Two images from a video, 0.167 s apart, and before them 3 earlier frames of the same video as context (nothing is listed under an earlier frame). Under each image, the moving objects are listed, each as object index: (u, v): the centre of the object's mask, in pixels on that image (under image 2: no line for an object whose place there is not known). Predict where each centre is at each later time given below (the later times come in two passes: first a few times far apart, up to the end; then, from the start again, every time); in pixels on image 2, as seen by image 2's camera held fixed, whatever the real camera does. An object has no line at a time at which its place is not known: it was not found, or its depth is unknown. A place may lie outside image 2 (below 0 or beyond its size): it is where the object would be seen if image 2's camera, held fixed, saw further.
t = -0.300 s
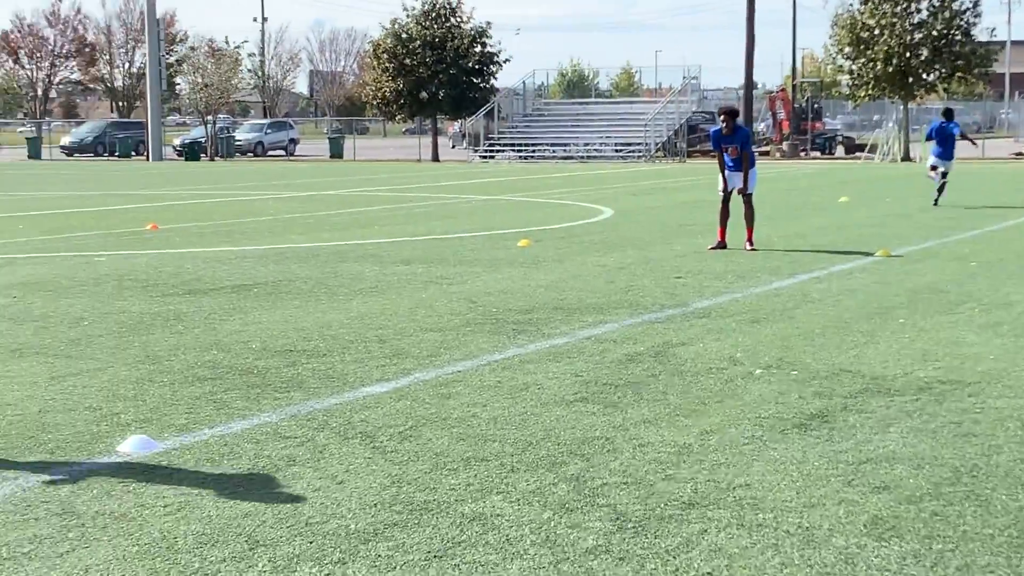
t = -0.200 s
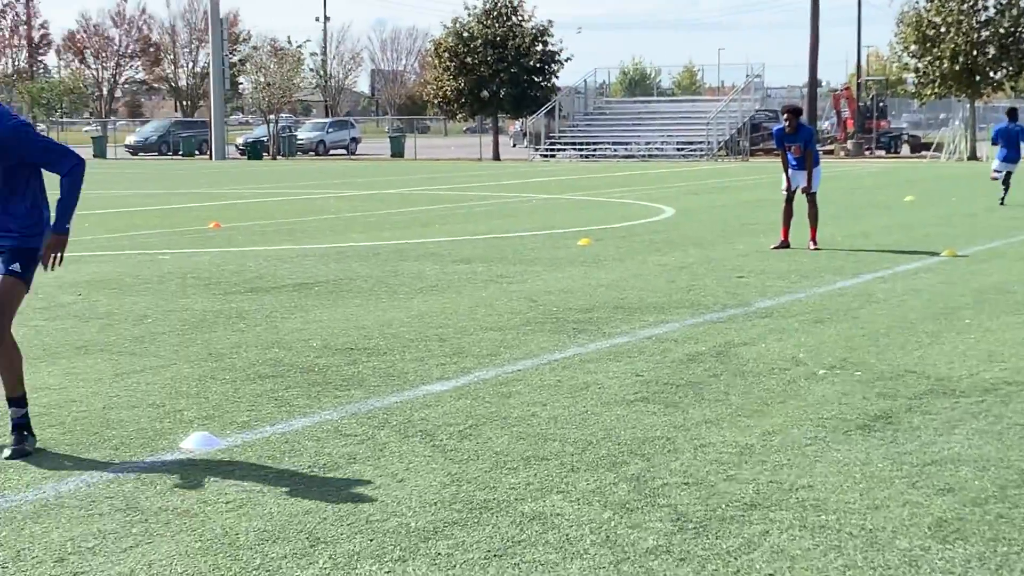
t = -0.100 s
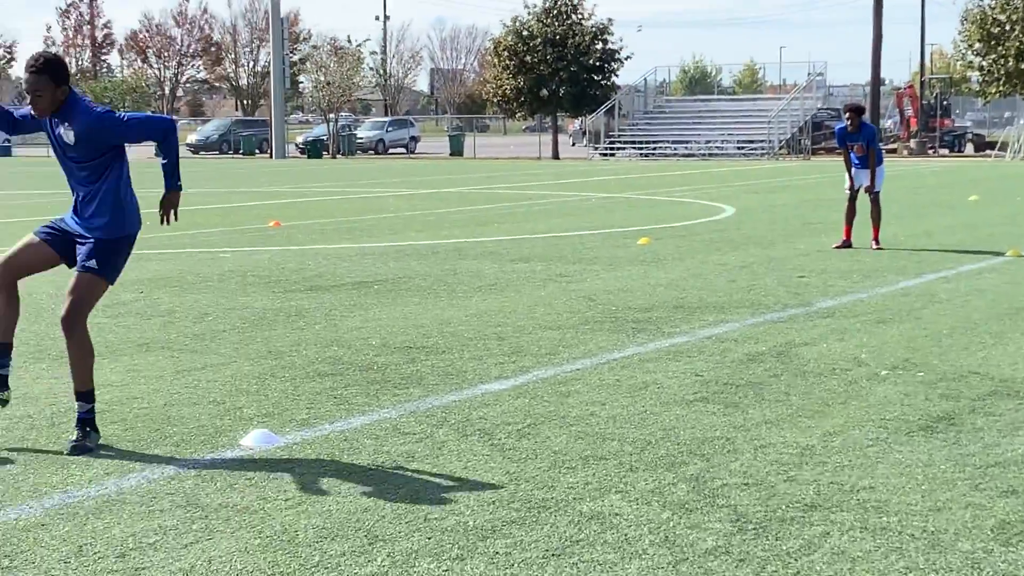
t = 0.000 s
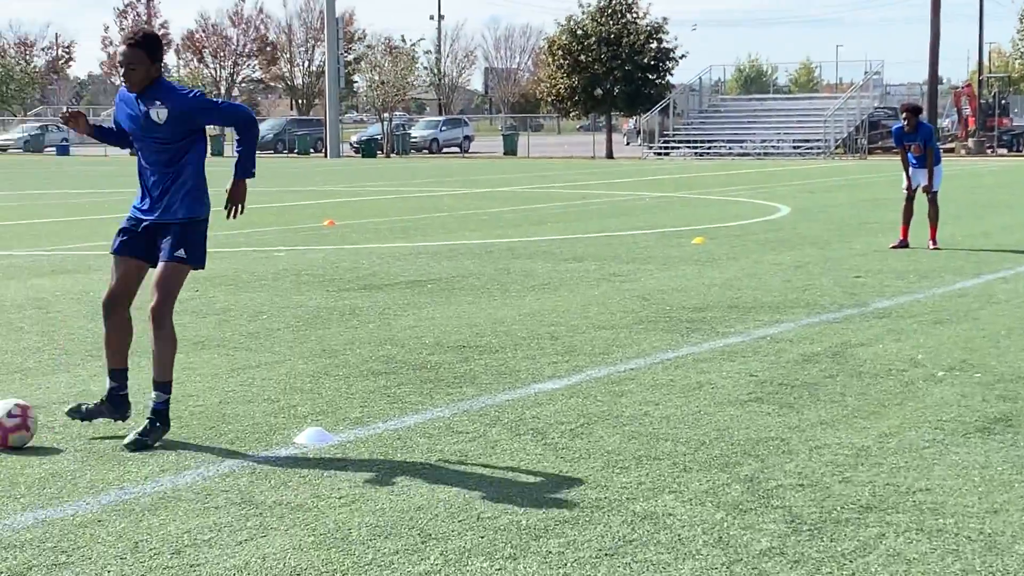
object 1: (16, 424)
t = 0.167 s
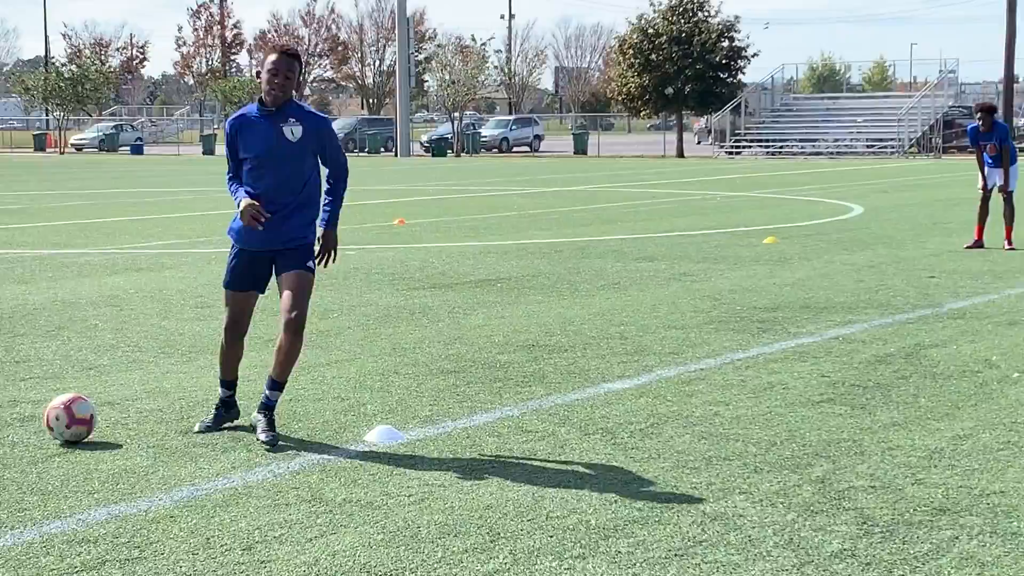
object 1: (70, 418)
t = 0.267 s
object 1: (66, 418)
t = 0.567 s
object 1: (63, 414)
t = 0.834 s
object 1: (62, 411)
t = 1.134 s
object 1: (60, 408)
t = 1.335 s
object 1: (59, 406)
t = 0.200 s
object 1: (68, 419)
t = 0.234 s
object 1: (67, 419)
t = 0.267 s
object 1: (66, 418)
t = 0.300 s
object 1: (65, 418)
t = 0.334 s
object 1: (64, 418)
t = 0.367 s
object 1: (63, 417)
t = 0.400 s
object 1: (63, 417)
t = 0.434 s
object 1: (63, 417)
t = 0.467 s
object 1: (63, 416)
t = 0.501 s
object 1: (63, 416)
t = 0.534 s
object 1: (62, 415)
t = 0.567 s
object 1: (63, 414)
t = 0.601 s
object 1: (62, 414)
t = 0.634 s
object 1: (62, 414)
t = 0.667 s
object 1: (62, 414)
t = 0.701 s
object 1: (63, 413)
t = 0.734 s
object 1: (62, 413)
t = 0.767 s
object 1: (62, 412)
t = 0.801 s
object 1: (62, 412)
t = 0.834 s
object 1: (62, 411)
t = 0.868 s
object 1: (61, 411)
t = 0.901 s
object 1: (62, 411)
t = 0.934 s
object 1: (61, 410)
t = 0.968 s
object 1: (61, 410)
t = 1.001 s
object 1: (61, 409)
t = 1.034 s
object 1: (61, 409)
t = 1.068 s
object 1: (61, 408)
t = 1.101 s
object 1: (61, 408)
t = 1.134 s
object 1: (60, 408)
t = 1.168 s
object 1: (60, 407)
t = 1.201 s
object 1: (59, 407)
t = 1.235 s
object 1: (60, 407)
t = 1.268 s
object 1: (59, 406)
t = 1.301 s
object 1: (59, 406)
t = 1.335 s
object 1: (59, 406)
